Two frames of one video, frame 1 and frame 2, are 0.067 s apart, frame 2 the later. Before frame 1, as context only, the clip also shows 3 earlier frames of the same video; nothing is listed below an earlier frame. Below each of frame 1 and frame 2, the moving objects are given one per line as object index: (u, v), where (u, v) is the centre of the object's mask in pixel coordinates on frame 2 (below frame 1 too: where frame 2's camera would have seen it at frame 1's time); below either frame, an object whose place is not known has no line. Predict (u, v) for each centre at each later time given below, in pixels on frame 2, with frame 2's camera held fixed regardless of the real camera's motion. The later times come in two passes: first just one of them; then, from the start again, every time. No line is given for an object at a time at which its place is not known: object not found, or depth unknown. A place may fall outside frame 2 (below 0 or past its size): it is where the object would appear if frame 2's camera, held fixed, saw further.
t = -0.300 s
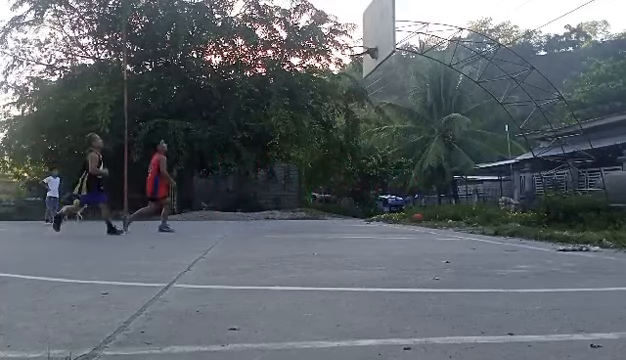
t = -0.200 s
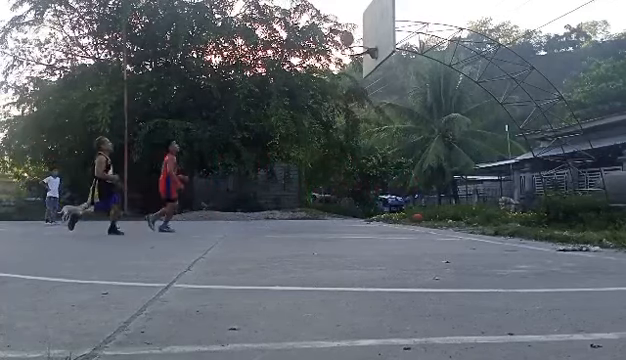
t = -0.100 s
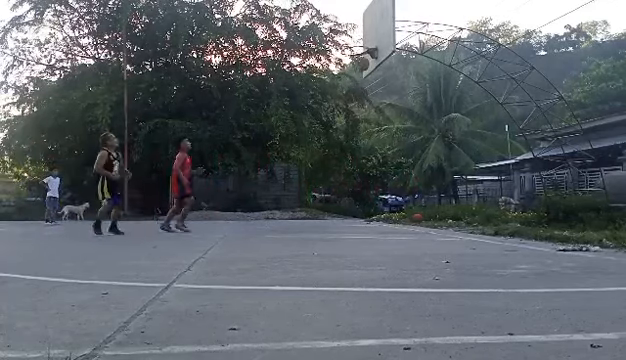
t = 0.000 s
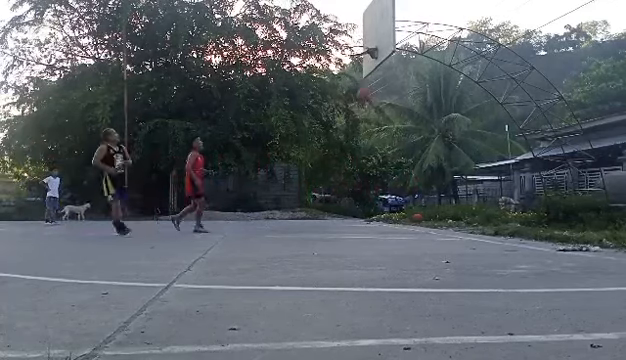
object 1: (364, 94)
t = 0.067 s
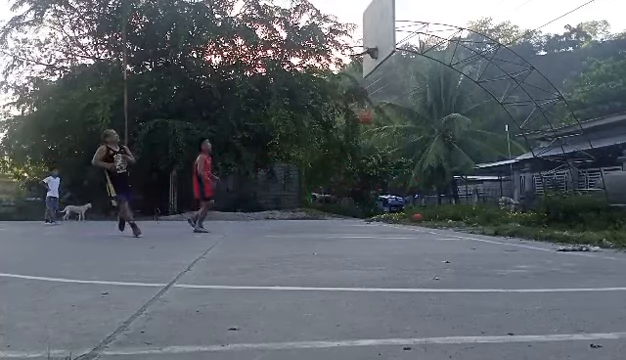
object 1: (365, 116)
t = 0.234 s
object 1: (369, 190)
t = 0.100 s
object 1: (365, 130)
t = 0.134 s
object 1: (367, 145)
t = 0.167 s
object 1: (367, 157)
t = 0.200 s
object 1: (368, 175)
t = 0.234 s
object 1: (369, 190)
